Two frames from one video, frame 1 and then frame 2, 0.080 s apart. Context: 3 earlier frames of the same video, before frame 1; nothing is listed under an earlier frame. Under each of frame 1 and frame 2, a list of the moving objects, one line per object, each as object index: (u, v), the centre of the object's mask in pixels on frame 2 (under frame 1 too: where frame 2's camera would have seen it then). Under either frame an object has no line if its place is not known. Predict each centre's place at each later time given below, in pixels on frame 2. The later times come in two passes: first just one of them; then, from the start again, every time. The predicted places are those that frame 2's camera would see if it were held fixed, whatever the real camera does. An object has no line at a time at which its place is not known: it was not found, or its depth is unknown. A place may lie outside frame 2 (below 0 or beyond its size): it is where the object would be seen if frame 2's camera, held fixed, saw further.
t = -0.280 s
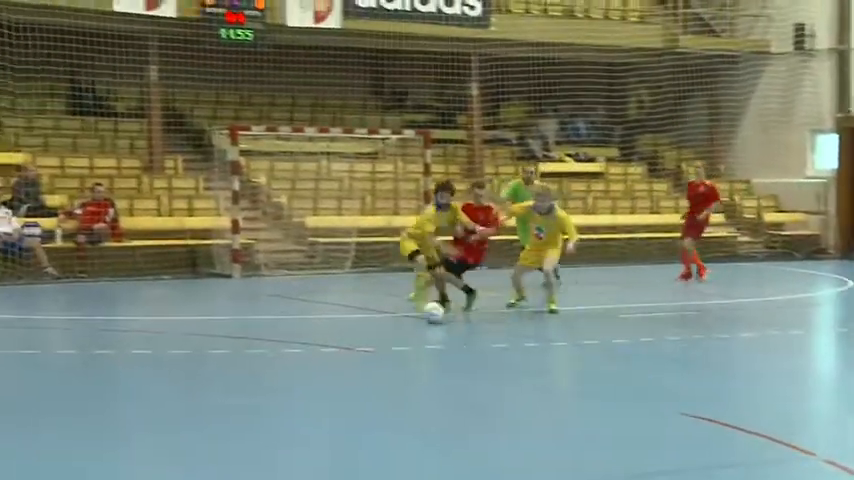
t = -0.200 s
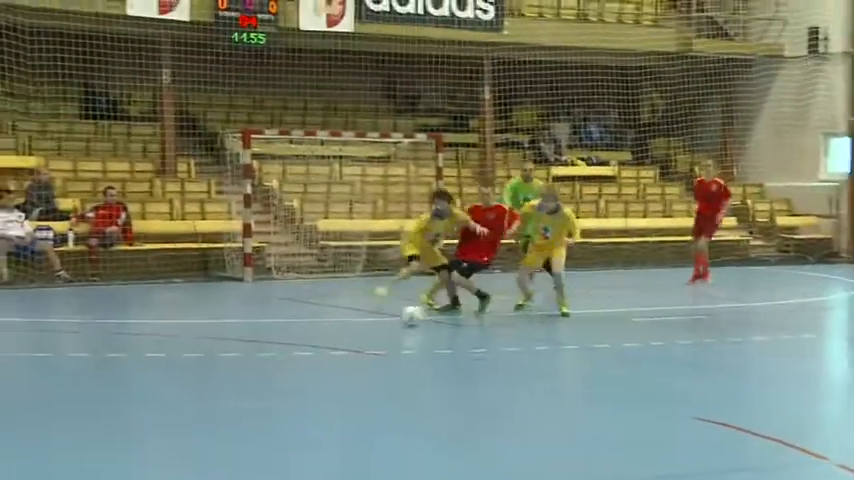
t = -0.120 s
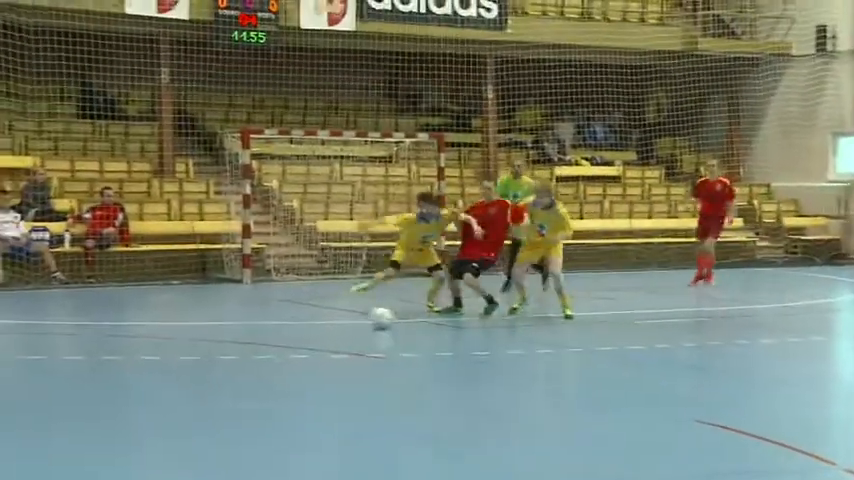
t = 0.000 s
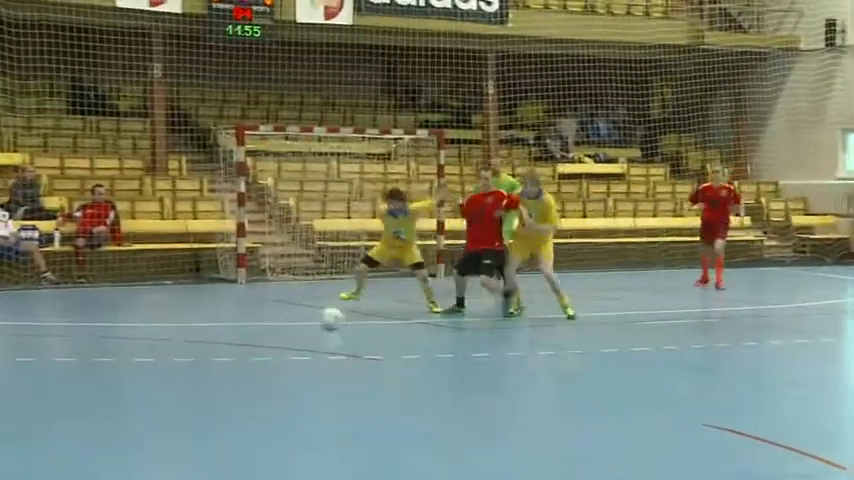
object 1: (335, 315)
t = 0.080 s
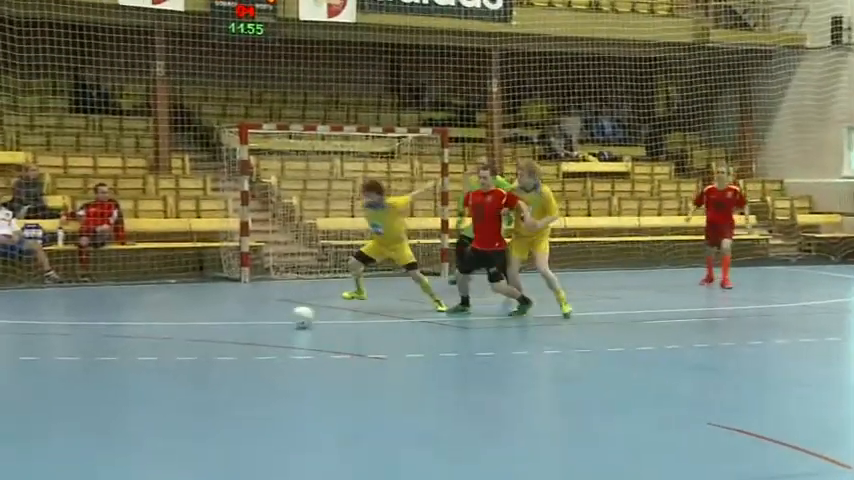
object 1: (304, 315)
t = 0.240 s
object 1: (238, 314)
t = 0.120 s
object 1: (286, 315)
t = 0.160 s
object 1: (271, 315)
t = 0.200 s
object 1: (254, 316)
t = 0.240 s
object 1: (238, 314)
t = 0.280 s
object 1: (220, 316)
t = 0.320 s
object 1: (205, 317)
